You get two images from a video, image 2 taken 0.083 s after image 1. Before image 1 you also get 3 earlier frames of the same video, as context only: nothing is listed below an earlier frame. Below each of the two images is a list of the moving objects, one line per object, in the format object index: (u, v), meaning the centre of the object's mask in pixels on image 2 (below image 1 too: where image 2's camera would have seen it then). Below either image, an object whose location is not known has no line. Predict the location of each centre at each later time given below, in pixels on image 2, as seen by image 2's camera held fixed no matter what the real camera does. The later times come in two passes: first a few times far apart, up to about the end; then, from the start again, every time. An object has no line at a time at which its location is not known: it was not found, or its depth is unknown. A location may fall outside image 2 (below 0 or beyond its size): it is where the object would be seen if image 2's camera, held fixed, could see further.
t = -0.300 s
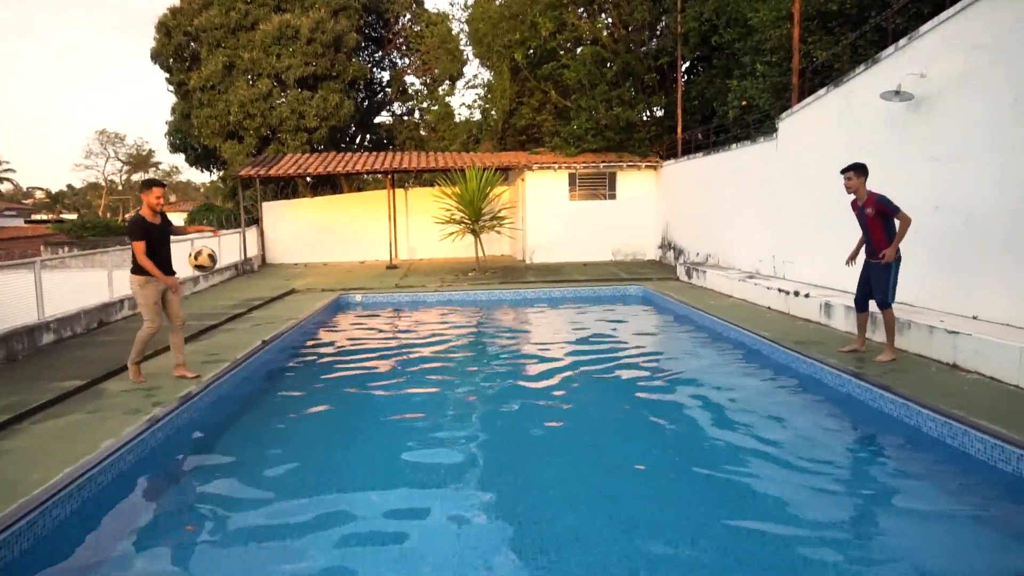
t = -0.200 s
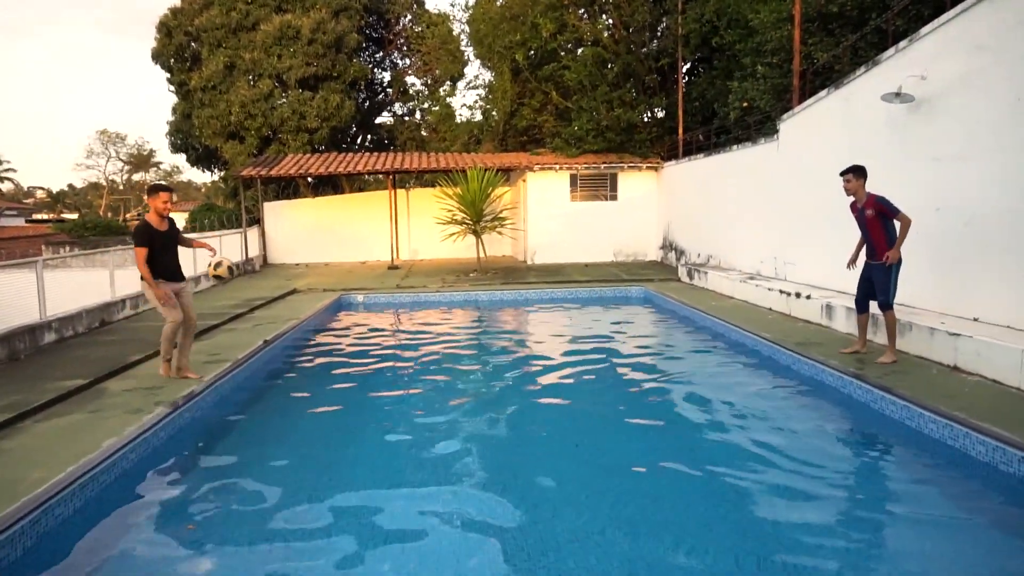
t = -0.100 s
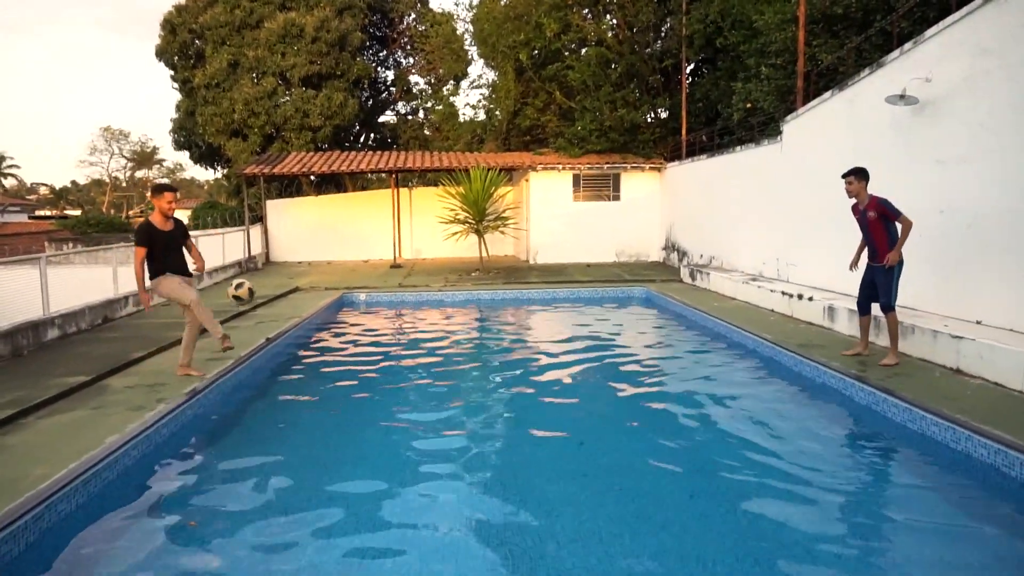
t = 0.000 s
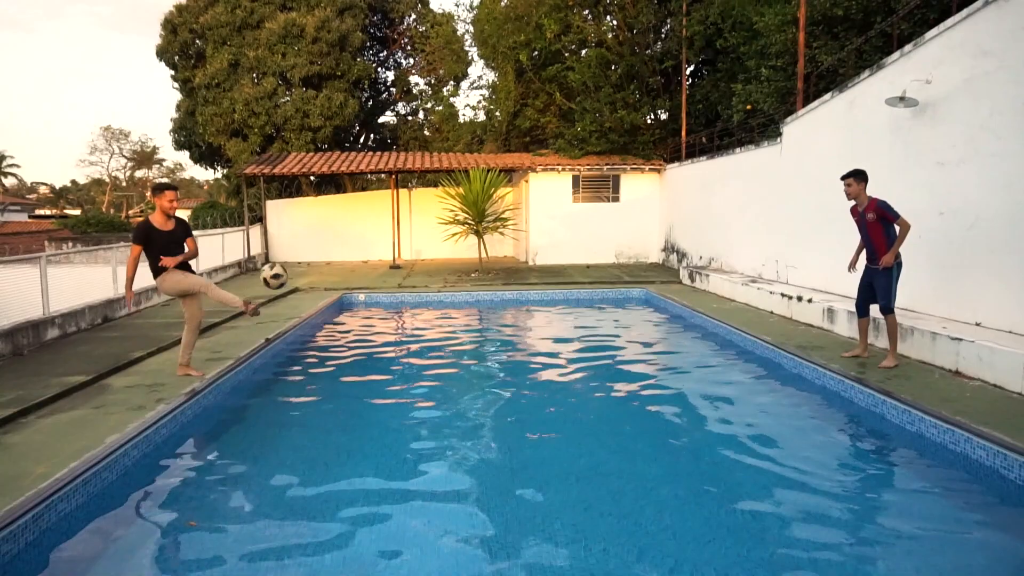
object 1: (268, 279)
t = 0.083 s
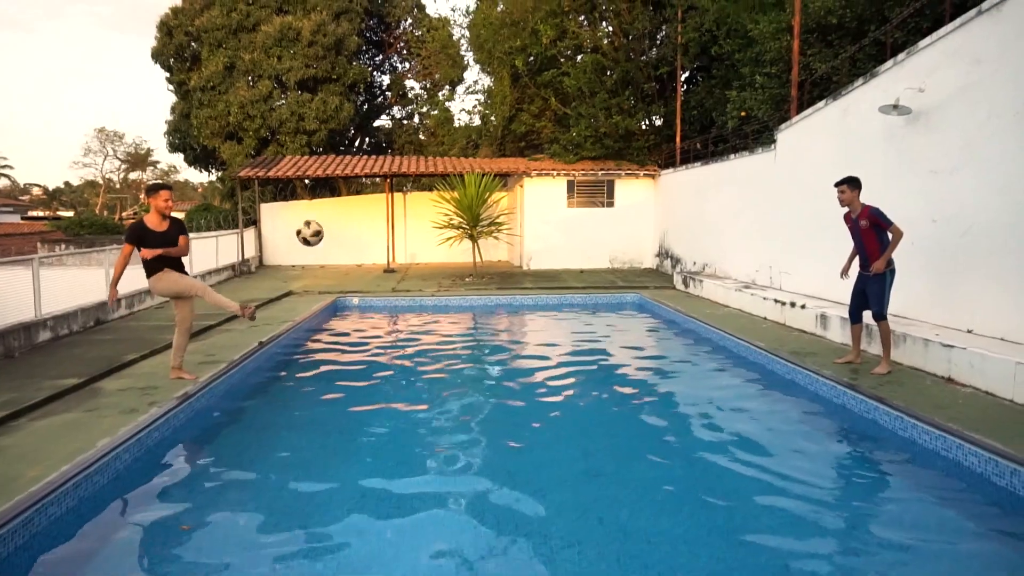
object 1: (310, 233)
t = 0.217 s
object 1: (377, 175)
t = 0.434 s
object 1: (490, 129)
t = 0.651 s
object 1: (601, 140)
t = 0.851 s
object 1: (701, 202)
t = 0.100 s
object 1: (318, 225)
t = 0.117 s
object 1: (327, 217)
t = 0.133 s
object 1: (335, 209)
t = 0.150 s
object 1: (344, 201)
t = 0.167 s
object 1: (352, 195)
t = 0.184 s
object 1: (361, 188)
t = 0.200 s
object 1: (370, 182)
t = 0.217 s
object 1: (377, 175)
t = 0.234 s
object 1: (386, 169)
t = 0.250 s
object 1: (394, 165)
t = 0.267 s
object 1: (403, 160)
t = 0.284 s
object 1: (412, 155)
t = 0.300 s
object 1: (421, 150)
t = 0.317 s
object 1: (429, 147)
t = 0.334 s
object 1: (438, 143)
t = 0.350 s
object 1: (447, 139)
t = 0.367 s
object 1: (455, 137)
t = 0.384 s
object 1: (464, 135)
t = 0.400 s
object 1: (473, 133)
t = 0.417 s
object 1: (481, 130)
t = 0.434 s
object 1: (490, 129)
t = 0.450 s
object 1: (499, 128)
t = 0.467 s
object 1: (507, 127)
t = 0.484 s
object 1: (516, 127)
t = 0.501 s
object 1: (524, 126)
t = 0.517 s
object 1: (533, 127)
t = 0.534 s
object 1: (541, 127)
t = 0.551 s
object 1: (550, 128)
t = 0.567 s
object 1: (559, 129)
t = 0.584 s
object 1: (567, 131)
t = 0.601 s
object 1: (576, 132)
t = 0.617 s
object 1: (585, 134)
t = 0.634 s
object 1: (593, 137)
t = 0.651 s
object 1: (601, 140)
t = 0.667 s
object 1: (610, 143)
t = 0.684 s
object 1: (618, 147)
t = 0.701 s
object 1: (627, 151)
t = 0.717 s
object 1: (635, 154)
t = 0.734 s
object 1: (644, 160)
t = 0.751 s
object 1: (652, 165)
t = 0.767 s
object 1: (660, 170)
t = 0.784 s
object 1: (668, 176)
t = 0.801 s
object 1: (676, 182)
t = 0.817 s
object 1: (684, 188)
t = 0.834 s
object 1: (692, 195)
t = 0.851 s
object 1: (701, 202)
